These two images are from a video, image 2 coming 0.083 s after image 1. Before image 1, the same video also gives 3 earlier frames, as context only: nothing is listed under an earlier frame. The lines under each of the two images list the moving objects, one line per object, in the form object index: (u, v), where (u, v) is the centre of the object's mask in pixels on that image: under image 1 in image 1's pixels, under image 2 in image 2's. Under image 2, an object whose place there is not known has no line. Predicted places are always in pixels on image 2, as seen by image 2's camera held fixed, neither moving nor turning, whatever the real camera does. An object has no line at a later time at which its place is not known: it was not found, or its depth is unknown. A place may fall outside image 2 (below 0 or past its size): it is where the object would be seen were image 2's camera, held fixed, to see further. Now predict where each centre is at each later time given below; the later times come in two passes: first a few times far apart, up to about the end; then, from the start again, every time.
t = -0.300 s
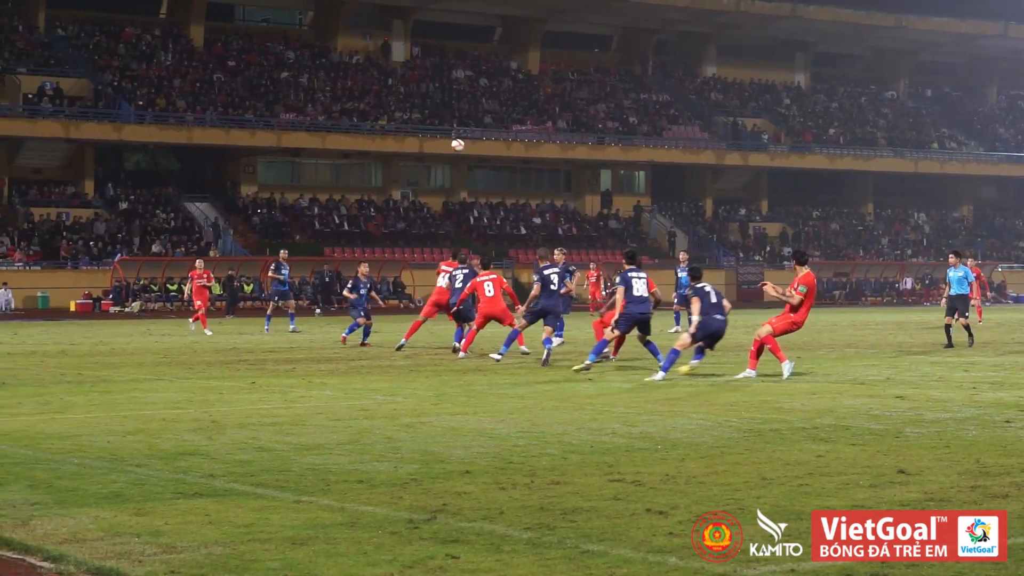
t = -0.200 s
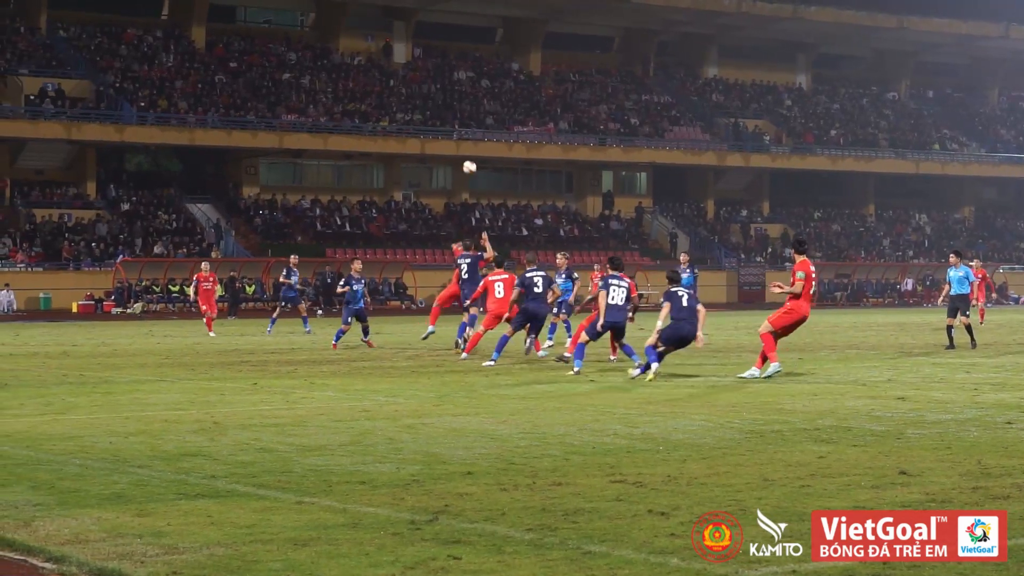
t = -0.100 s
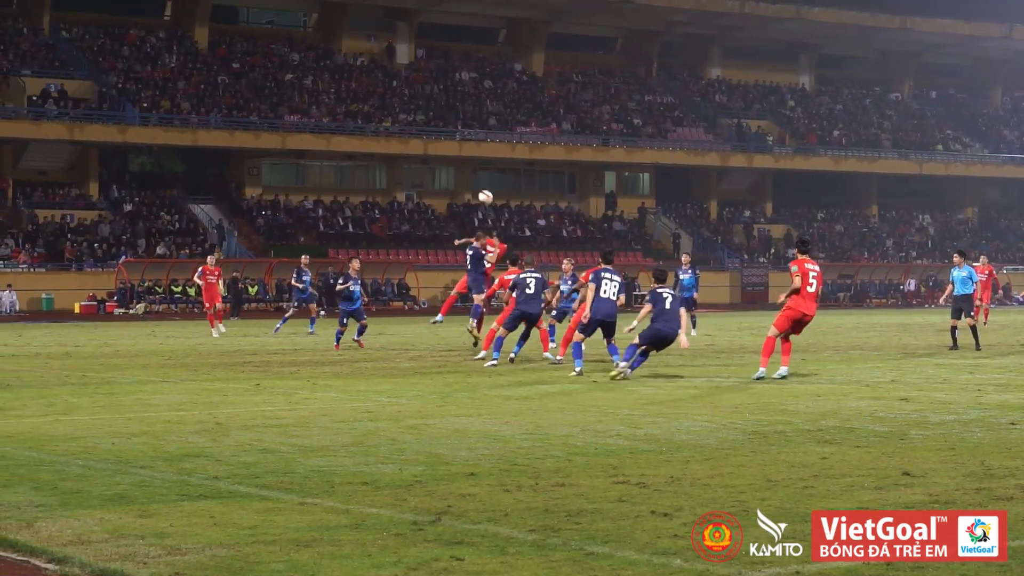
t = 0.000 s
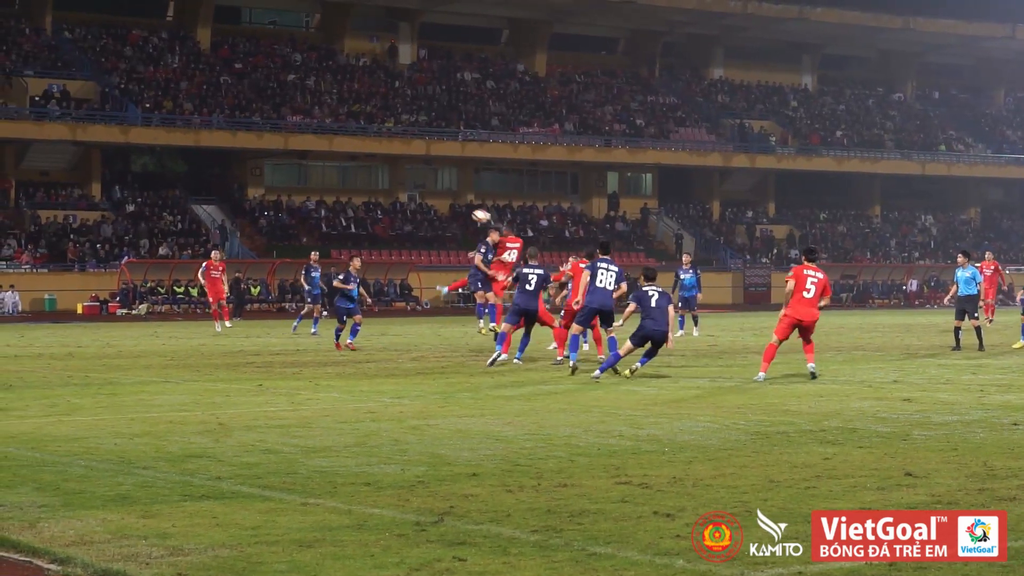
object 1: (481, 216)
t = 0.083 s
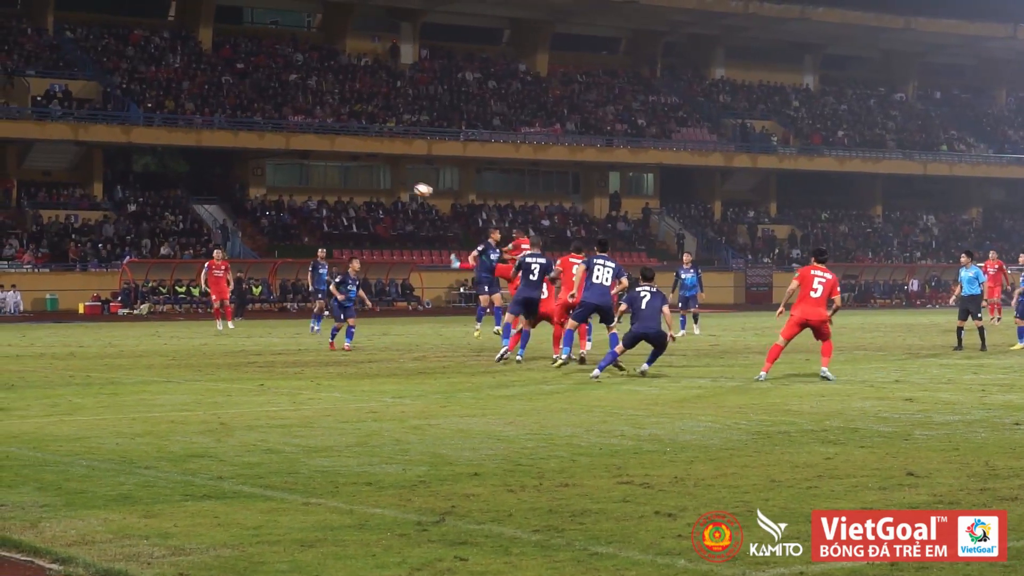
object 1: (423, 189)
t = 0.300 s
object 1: (269, 141)
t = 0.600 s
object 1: (49, 120)
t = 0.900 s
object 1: (-194, 157)
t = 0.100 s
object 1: (411, 185)
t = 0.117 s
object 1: (399, 180)
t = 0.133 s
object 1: (387, 176)
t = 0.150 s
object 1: (375, 172)
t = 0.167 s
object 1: (363, 168)
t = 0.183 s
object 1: (352, 164)
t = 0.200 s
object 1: (340, 160)
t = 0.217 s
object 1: (328, 157)
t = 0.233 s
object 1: (315, 153)
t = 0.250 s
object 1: (304, 150)
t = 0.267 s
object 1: (292, 147)
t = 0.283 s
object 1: (281, 144)
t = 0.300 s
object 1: (269, 141)
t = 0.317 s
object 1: (256, 138)
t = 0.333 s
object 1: (244, 136)
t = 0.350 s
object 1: (233, 134)
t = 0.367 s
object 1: (221, 132)
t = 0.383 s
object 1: (207, 130)
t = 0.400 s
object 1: (196, 128)
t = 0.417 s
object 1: (184, 126)
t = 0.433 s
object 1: (172, 125)
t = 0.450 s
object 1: (160, 124)
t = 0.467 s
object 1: (148, 123)
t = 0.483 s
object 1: (136, 121)
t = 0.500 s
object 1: (123, 120)
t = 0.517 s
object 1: (111, 120)
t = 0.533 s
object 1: (99, 120)
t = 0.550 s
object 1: (87, 119)
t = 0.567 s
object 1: (74, 119)
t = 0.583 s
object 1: (61, 119)
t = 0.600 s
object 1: (49, 120)
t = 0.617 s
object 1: (37, 120)
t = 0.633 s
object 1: (24, 120)
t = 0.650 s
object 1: (10, 120)
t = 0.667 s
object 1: (-3, 121)
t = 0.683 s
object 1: (-16, 123)
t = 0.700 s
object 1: (-29, 124)
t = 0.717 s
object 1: (-42, 126)
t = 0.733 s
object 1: (-55, 127)
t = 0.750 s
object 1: (-68, 129)
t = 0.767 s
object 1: (-81, 131)
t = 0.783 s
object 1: (-96, 133)
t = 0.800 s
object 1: (-109, 136)
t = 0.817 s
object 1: (-124, 139)
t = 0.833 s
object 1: (-138, 141)
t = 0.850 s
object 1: (-151, 145)
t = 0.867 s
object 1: (-165, 149)
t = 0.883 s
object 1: (-180, 153)
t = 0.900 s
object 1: (-194, 157)
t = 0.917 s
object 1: (-208, 161)
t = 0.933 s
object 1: (-223, 166)
